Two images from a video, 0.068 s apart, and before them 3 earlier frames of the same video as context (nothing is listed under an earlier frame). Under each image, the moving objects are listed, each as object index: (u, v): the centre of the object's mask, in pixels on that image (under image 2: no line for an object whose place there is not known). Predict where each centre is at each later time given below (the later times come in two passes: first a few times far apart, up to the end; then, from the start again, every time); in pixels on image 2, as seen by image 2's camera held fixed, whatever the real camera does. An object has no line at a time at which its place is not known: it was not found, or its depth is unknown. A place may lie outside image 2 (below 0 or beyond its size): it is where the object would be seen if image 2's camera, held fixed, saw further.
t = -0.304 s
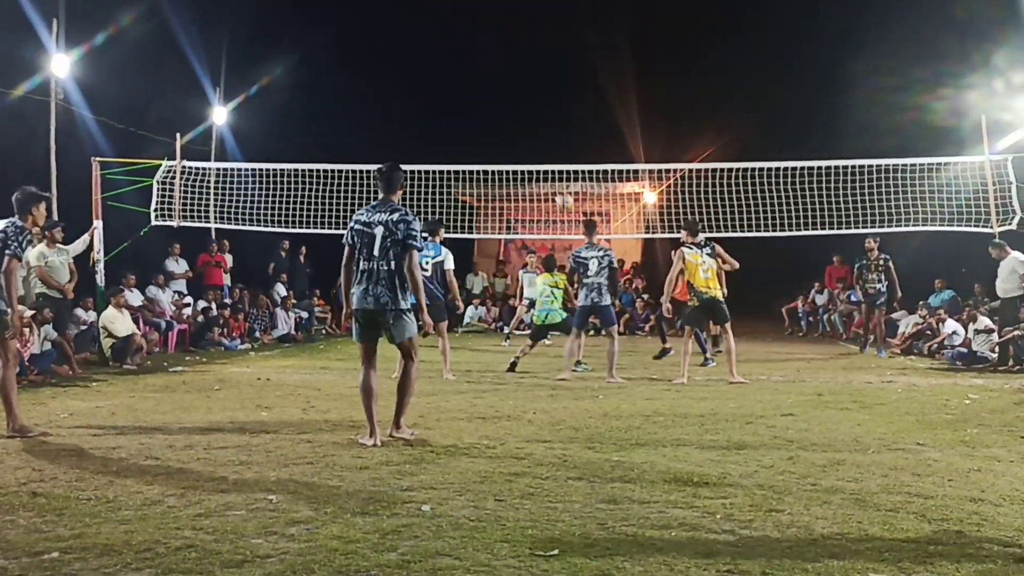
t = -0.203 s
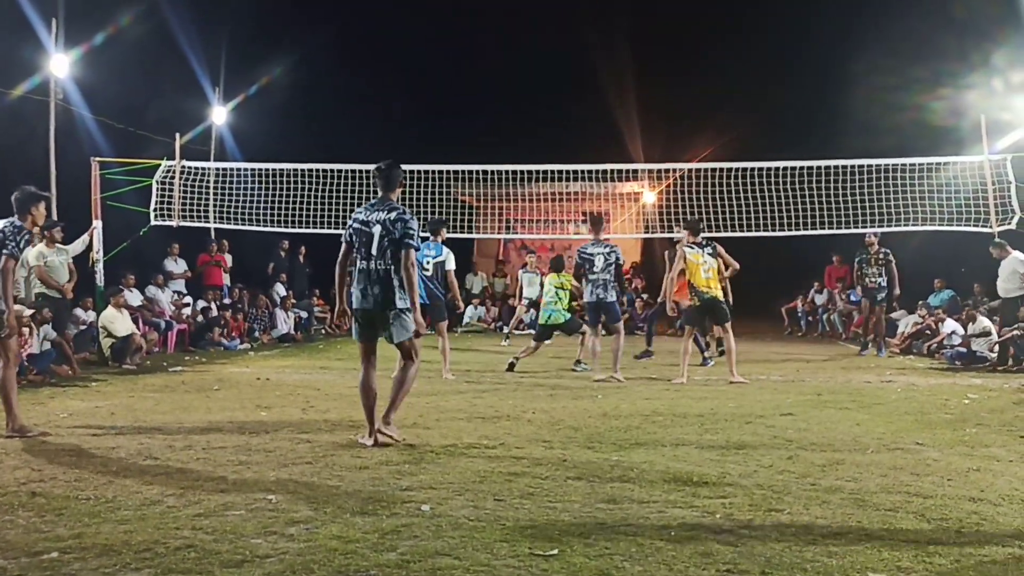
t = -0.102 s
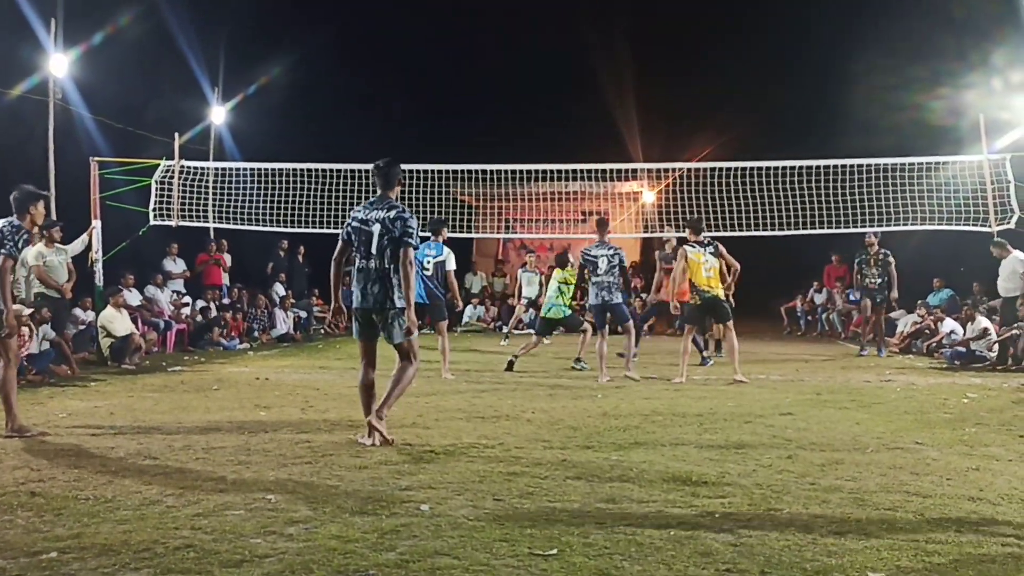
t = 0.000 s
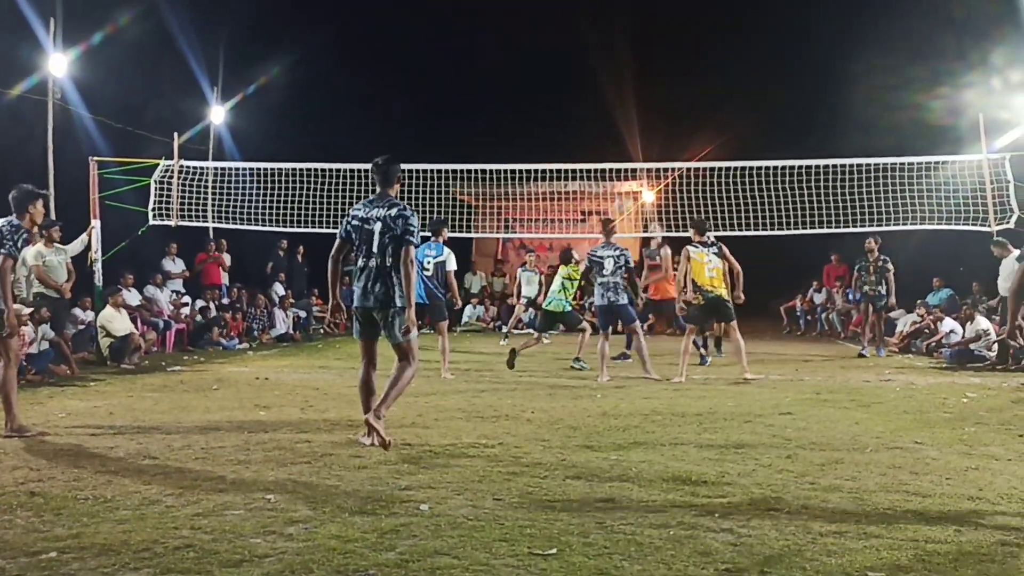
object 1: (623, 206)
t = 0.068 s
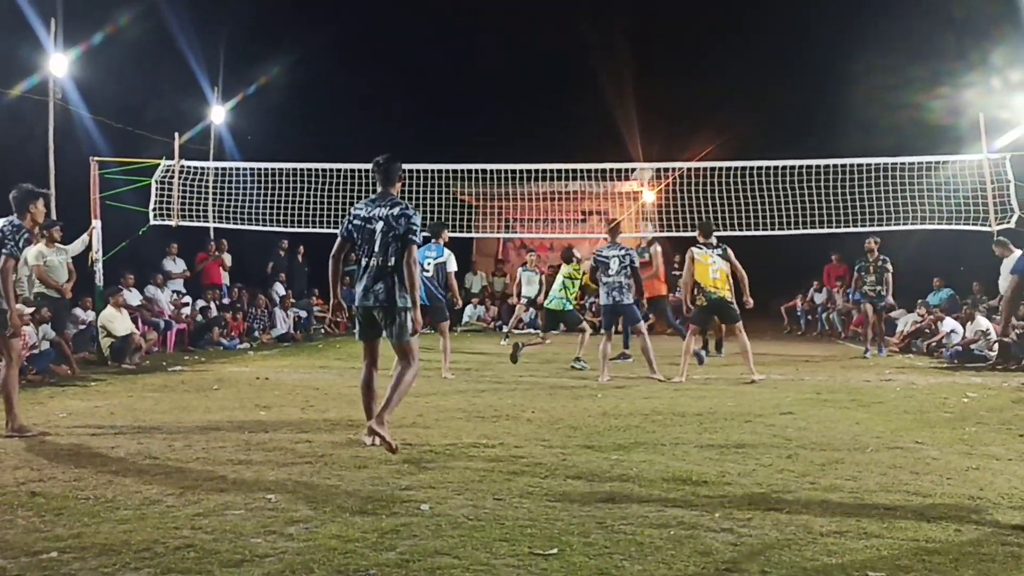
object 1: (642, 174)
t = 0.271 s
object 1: (700, 105)
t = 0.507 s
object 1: (768, 64)
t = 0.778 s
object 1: (843, 73)
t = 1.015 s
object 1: (907, 127)
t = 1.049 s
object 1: (914, 138)
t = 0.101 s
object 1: (653, 157)
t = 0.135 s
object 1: (662, 147)
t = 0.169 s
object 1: (671, 136)
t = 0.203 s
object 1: (681, 124)
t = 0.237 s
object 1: (691, 114)
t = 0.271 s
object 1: (700, 105)
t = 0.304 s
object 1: (711, 95)
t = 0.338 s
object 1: (721, 88)
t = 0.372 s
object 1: (729, 82)
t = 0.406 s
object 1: (740, 76)
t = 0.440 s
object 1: (749, 71)
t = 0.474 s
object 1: (758, 68)
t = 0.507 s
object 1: (768, 64)
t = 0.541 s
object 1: (777, 62)
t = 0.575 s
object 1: (787, 61)
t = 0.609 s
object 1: (796, 61)
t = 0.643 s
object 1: (805, 61)
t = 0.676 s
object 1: (816, 62)
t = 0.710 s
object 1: (825, 65)
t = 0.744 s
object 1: (834, 68)
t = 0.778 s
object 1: (843, 73)
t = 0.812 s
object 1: (852, 78)
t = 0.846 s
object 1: (862, 85)
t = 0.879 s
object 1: (870, 91)
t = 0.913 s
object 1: (879, 98)
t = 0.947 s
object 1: (888, 107)
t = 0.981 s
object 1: (897, 116)
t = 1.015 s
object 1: (907, 127)
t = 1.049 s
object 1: (914, 138)
